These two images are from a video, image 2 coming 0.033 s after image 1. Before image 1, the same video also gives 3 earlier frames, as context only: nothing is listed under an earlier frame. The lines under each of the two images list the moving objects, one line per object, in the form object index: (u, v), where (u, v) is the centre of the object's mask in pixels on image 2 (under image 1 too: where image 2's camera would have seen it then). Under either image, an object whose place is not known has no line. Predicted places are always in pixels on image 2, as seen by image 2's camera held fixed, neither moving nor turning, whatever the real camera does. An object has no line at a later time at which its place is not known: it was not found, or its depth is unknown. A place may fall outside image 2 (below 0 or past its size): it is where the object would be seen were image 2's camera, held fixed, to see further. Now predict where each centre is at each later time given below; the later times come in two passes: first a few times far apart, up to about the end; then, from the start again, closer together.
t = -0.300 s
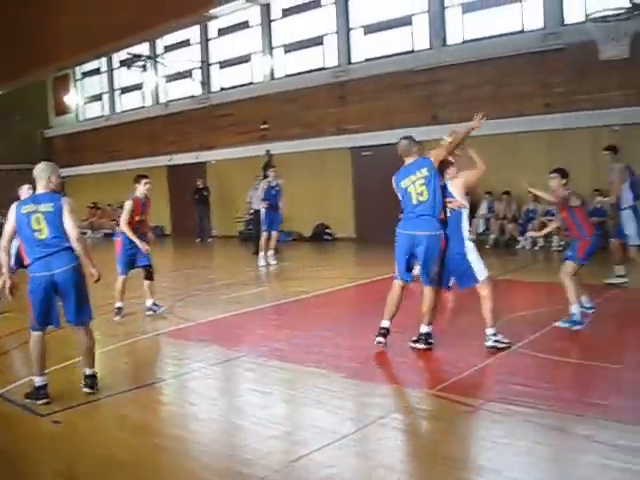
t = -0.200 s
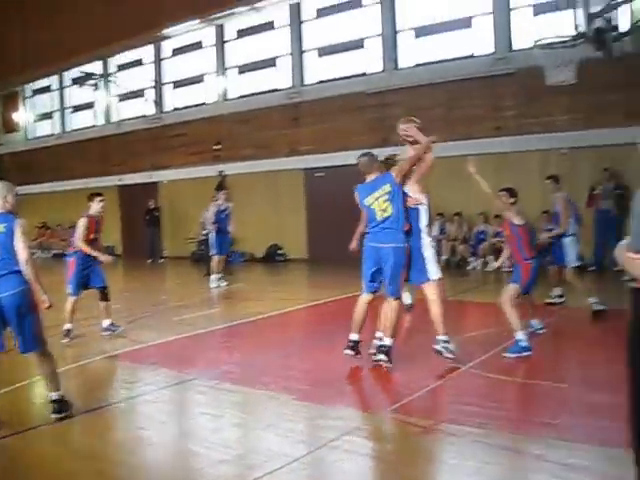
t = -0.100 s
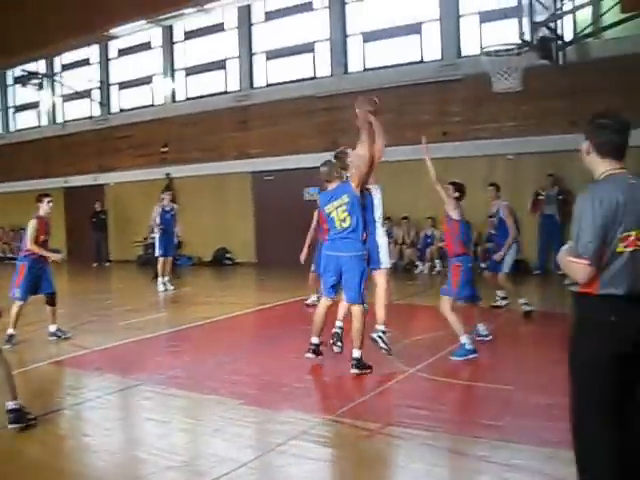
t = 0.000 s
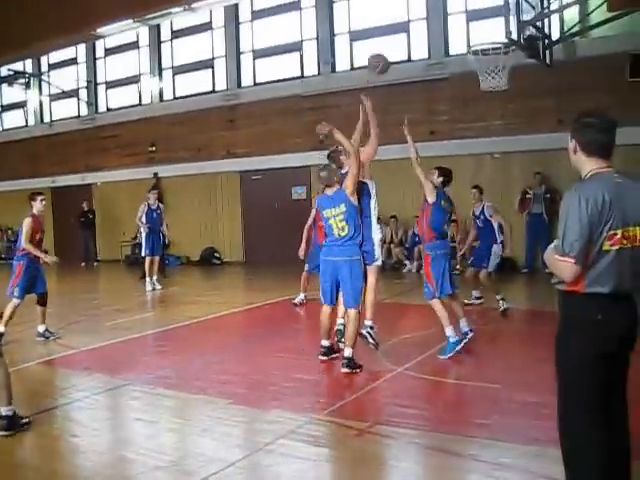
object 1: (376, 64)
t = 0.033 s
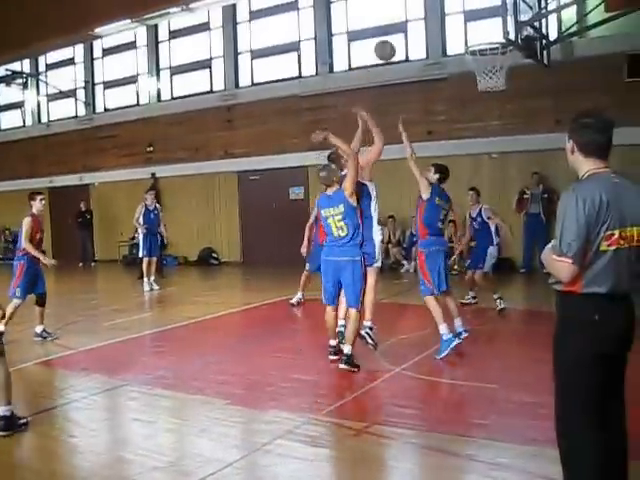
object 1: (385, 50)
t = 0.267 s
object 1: (445, -7)
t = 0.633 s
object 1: (488, 12)
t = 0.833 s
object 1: (475, 53)
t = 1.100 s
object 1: (496, 83)
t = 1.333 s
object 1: (487, 112)
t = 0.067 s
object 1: (393, 38)
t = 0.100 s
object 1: (402, 28)
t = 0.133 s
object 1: (409, 19)
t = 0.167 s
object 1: (418, 10)
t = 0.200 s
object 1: (427, 3)
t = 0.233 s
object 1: (435, -1)
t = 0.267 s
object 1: (445, -7)
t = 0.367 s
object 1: (471, -17)
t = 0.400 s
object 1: (480, -18)
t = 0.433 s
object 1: (489, -19)
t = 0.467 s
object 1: (498, -16)
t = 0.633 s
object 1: (488, 12)
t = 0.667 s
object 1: (488, 19)
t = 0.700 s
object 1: (485, 30)
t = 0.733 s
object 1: (483, 42)
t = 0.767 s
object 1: (479, 48)
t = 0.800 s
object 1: (477, 50)
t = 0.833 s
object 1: (475, 53)
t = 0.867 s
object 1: (472, 56)
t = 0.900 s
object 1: (476, 58)
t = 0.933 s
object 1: (480, 60)
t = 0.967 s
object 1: (487, 67)
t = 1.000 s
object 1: (492, 69)
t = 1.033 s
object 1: (491, 77)
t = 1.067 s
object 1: (495, 76)
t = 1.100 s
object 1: (496, 83)
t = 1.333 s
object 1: (487, 112)
